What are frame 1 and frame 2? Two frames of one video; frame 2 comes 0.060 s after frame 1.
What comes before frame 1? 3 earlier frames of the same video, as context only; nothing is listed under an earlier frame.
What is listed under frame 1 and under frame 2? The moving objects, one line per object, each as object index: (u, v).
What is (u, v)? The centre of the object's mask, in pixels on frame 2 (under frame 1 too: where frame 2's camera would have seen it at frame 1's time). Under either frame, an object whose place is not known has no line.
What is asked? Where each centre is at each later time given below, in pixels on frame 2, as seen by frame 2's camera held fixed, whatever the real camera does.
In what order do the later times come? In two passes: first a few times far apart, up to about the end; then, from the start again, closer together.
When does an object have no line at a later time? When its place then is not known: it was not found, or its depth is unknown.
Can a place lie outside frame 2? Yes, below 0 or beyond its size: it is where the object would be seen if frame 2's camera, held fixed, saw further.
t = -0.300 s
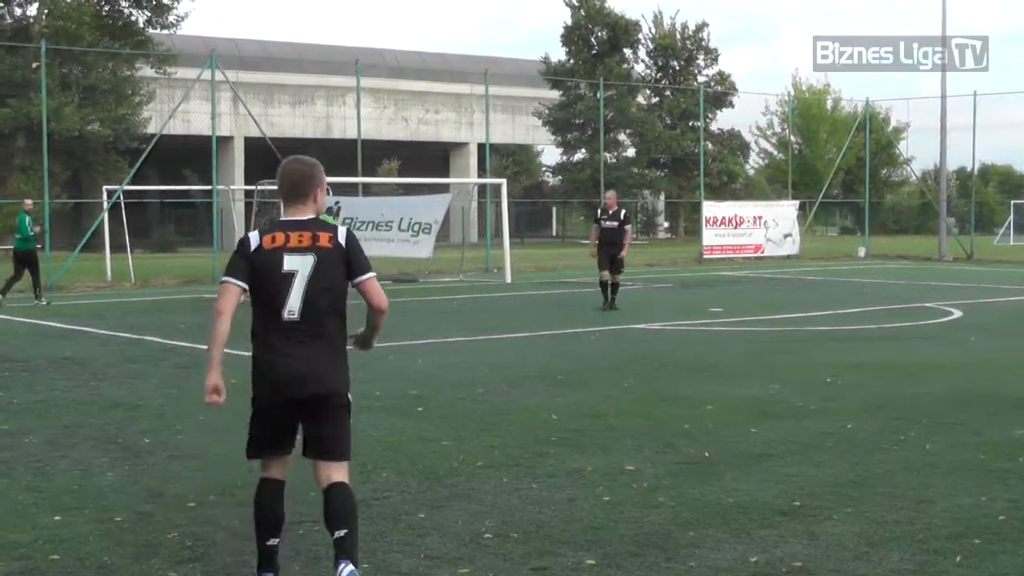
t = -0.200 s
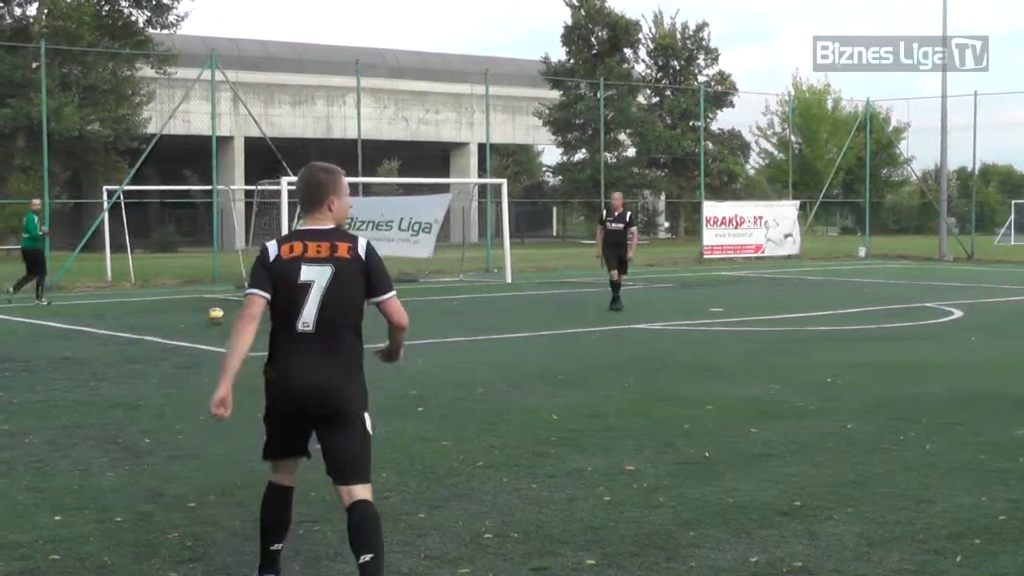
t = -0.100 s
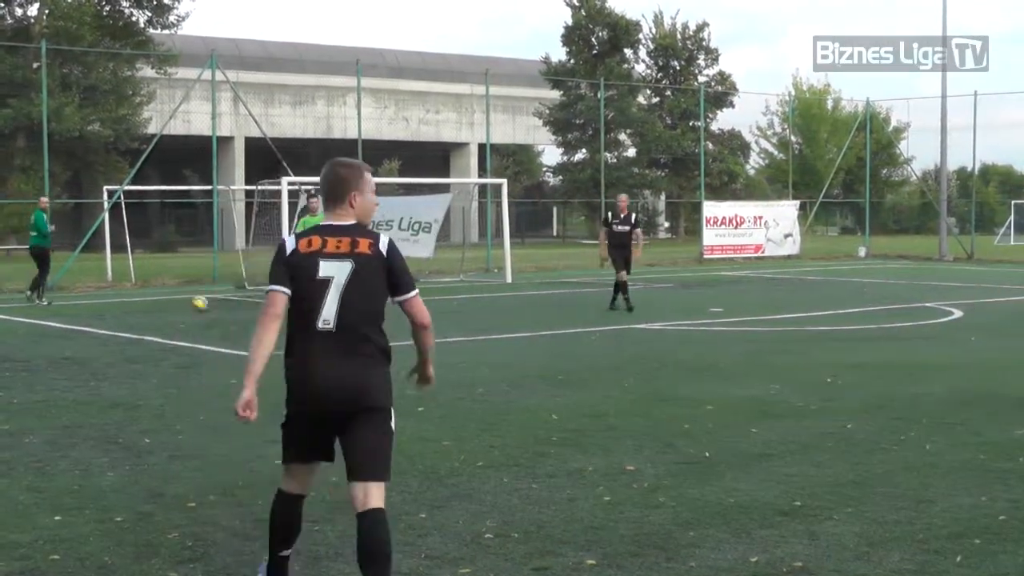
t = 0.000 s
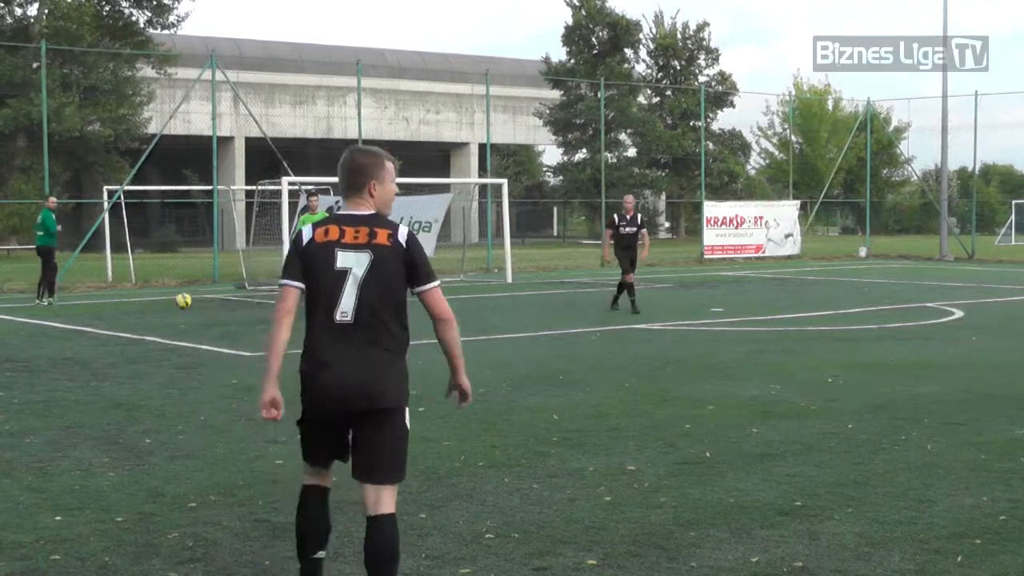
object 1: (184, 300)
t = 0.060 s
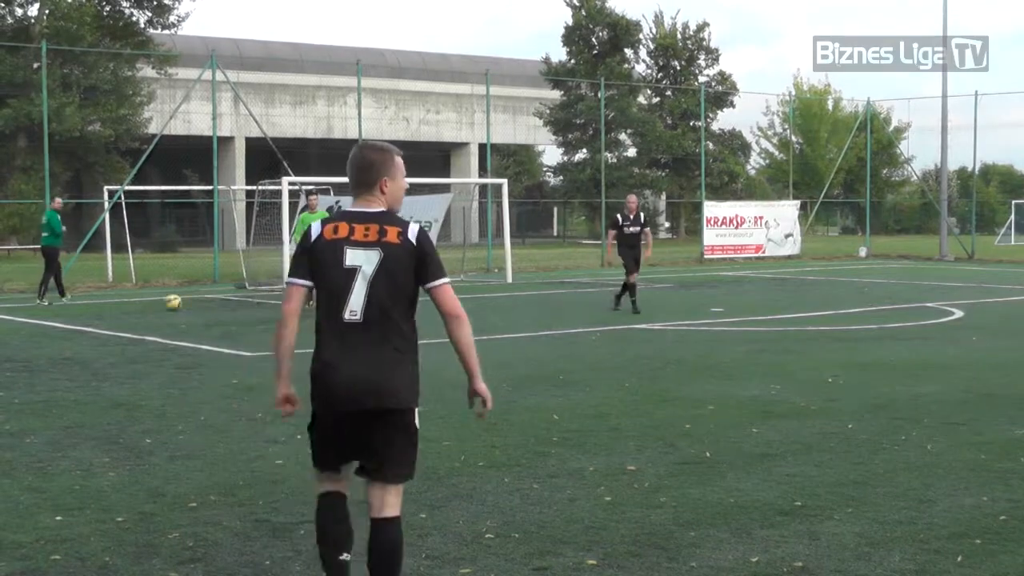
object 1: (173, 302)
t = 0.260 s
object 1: (137, 328)
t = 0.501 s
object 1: (89, 320)
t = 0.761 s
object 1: (32, 335)
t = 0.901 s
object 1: (2, 345)
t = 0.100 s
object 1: (166, 305)
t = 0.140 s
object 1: (159, 310)
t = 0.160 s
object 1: (155, 312)
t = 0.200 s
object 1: (148, 318)
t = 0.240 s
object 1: (142, 326)
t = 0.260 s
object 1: (137, 328)
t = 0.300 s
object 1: (130, 323)
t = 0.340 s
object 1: (122, 319)
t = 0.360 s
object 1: (118, 318)
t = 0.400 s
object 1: (110, 317)
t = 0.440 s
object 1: (102, 316)
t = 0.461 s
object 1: (97, 318)
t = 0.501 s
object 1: (89, 320)
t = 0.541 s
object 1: (80, 323)
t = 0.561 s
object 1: (76, 325)
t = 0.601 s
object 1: (68, 331)
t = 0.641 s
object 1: (58, 339)
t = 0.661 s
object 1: (54, 341)
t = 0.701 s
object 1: (45, 338)
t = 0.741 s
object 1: (36, 337)
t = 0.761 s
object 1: (32, 335)
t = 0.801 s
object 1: (22, 336)
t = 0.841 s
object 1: (13, 338)
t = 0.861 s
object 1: (8, 340)
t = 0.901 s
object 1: (2, 345)
